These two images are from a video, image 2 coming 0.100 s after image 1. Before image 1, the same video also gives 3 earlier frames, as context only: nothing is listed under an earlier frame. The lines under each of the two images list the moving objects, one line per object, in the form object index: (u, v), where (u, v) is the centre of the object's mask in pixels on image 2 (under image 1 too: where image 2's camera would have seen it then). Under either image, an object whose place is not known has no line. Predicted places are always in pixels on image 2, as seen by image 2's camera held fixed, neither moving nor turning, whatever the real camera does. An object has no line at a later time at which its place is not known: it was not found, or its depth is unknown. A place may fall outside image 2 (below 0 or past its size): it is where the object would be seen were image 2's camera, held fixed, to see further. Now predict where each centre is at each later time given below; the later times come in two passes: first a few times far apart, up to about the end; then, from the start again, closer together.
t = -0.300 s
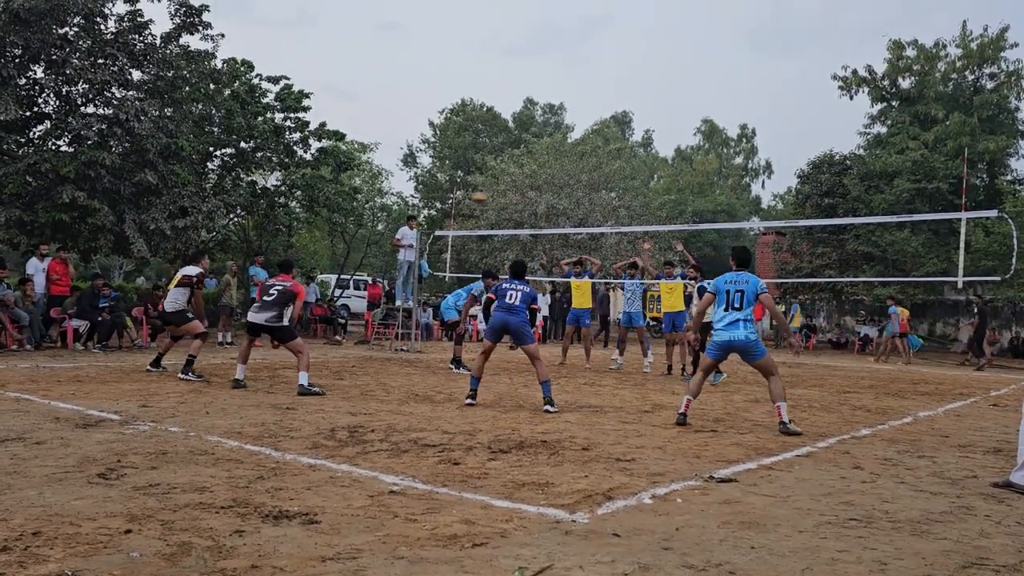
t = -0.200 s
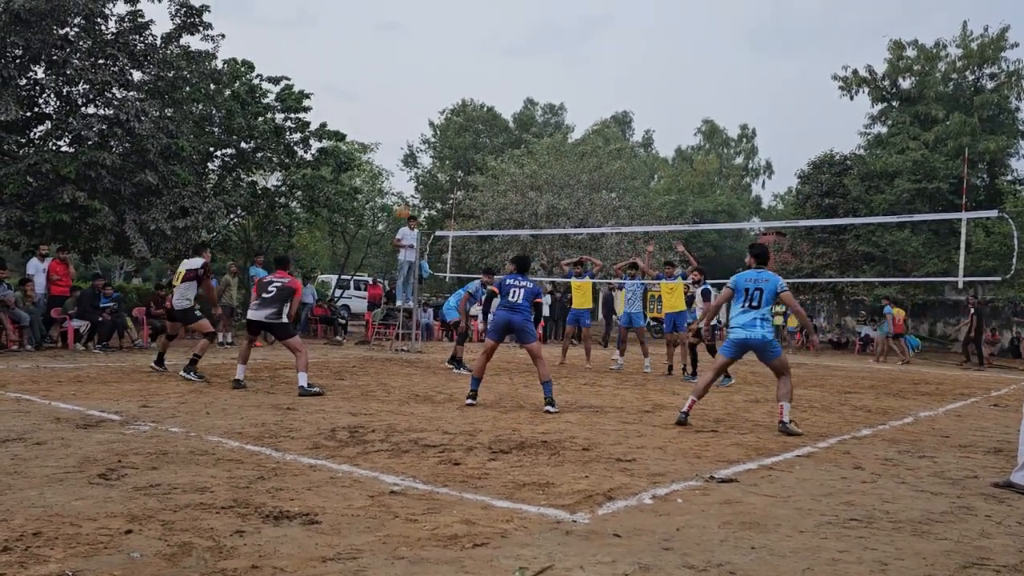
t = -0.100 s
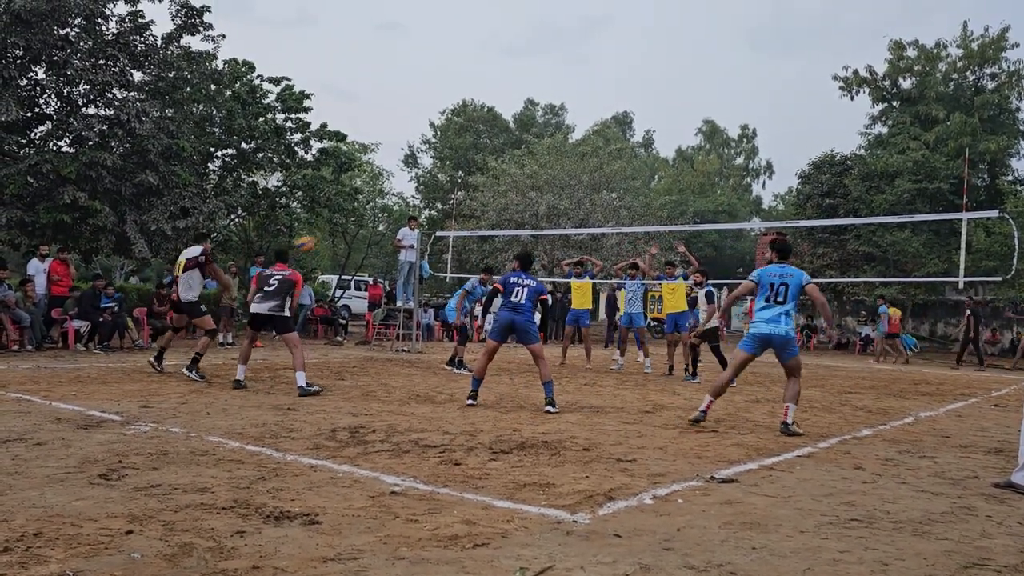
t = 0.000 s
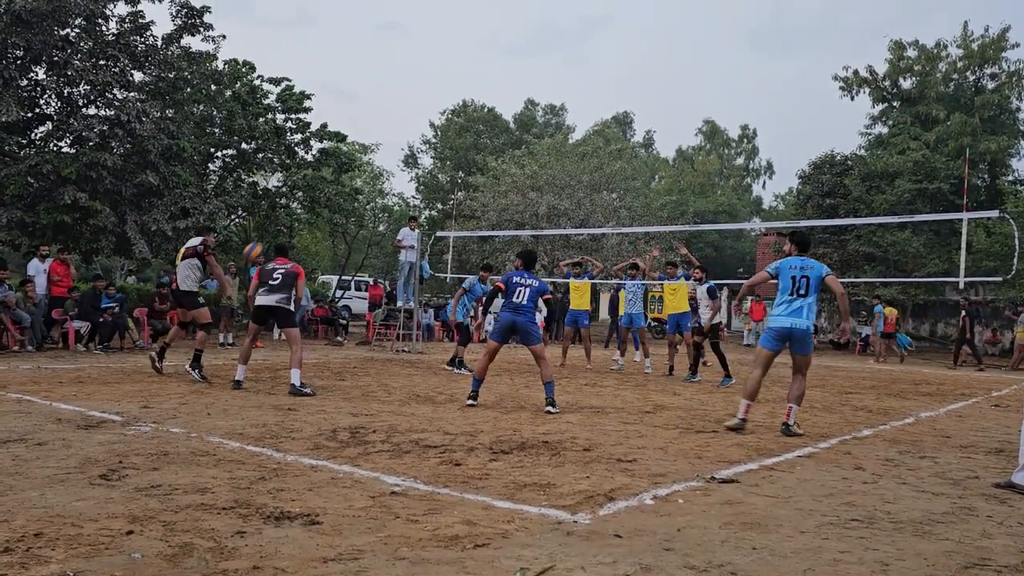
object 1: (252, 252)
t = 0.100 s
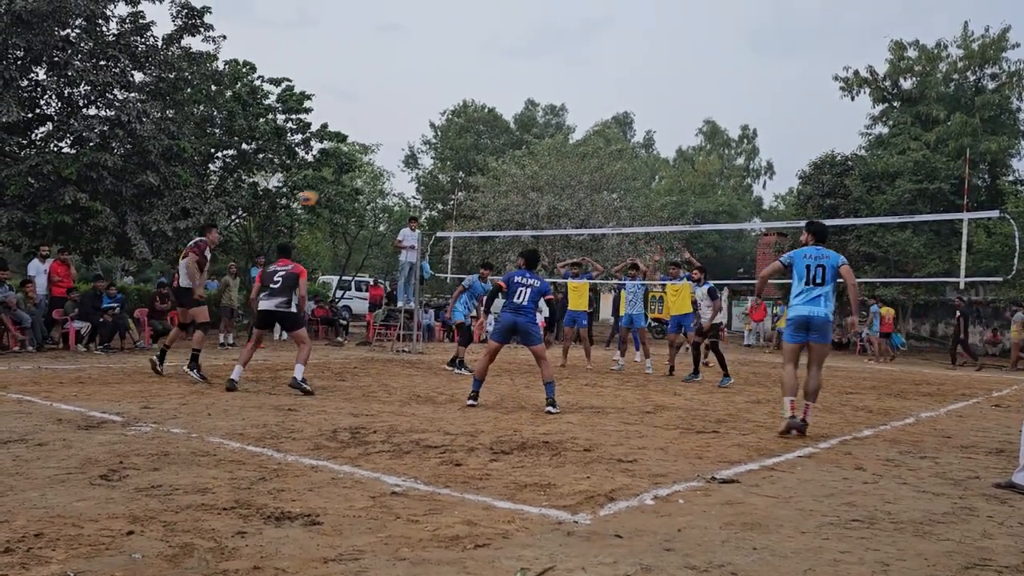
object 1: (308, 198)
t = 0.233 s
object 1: (376, 141)
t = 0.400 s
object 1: (457, 88)
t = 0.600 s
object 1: (550, 53)
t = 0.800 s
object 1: (641, 49)
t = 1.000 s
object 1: (730, 76)
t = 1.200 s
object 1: (818, 136)
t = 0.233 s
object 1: (376, 141)
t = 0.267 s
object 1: (392, 129)
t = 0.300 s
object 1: (409, 117)
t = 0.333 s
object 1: (425, 106)
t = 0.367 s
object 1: (441, 97)
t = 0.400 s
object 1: (457, 88)
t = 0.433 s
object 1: (473, 80)
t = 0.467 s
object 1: (489, 73)
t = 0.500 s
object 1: (505, 67)
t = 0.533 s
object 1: (520, 61)
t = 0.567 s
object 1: (536, 57)
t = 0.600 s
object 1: (550, 53)
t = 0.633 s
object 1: (566, 51)
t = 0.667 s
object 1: (581, 48)
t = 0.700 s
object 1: (597, 47)
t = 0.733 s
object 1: (612, 46)
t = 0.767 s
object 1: (626, 47)
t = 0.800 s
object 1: (641, 49)
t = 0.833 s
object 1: (657, 51)
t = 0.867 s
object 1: (672, 54)
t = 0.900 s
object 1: (686, 58)
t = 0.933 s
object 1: (701, 63)
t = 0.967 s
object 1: (716, 69)
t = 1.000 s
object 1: (730, 76)
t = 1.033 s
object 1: (745, 83)
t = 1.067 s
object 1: (760, 92)
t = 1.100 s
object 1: (775, 101)
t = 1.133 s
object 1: (789, 112)
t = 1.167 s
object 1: (804, 123)
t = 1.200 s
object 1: (818, 136)
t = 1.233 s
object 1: (833, 149)
